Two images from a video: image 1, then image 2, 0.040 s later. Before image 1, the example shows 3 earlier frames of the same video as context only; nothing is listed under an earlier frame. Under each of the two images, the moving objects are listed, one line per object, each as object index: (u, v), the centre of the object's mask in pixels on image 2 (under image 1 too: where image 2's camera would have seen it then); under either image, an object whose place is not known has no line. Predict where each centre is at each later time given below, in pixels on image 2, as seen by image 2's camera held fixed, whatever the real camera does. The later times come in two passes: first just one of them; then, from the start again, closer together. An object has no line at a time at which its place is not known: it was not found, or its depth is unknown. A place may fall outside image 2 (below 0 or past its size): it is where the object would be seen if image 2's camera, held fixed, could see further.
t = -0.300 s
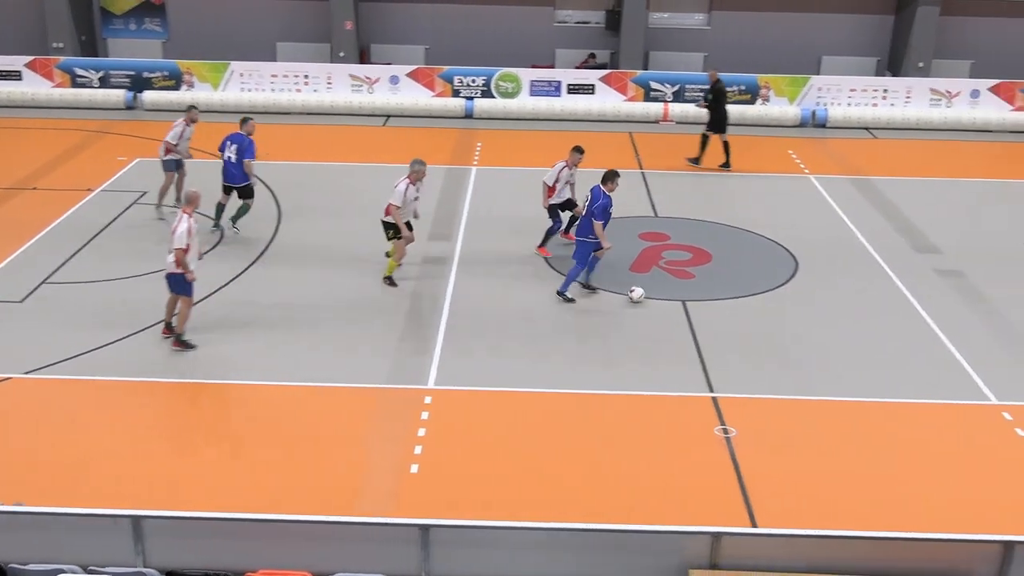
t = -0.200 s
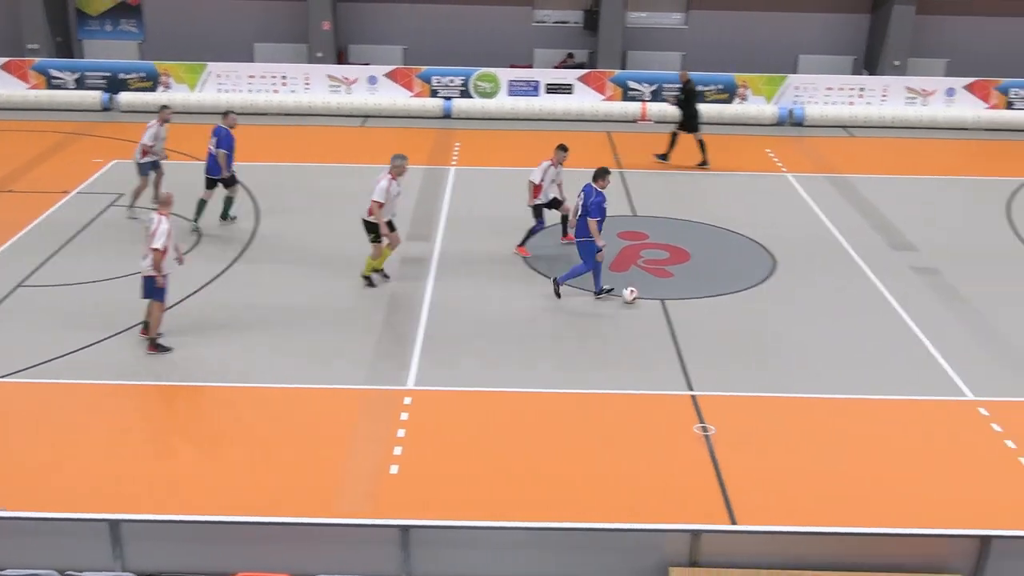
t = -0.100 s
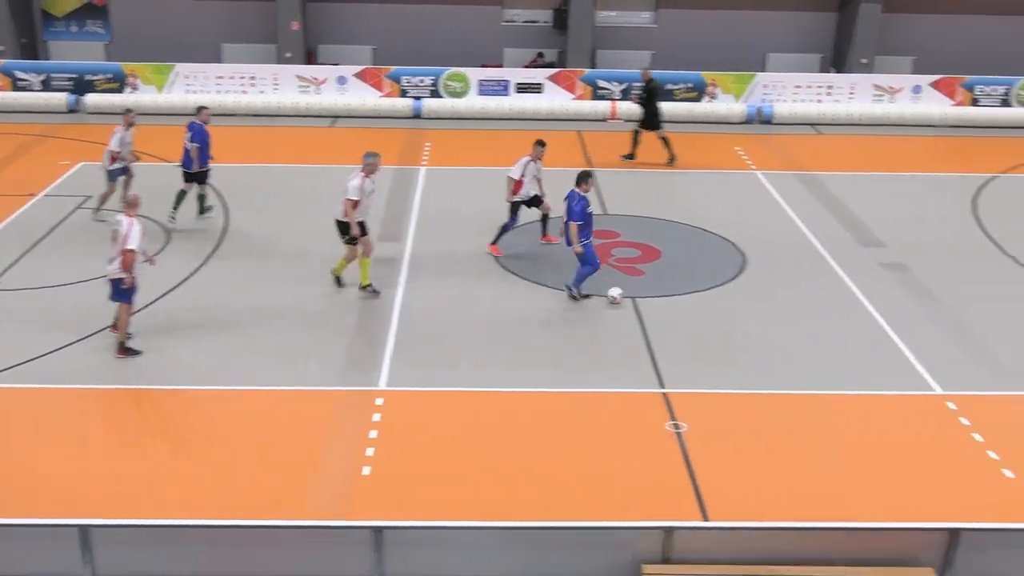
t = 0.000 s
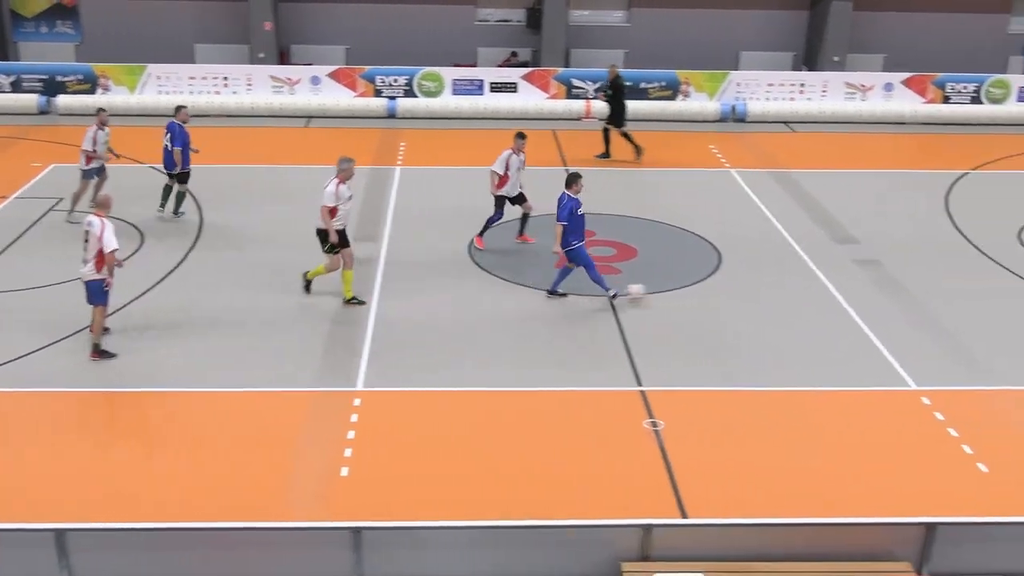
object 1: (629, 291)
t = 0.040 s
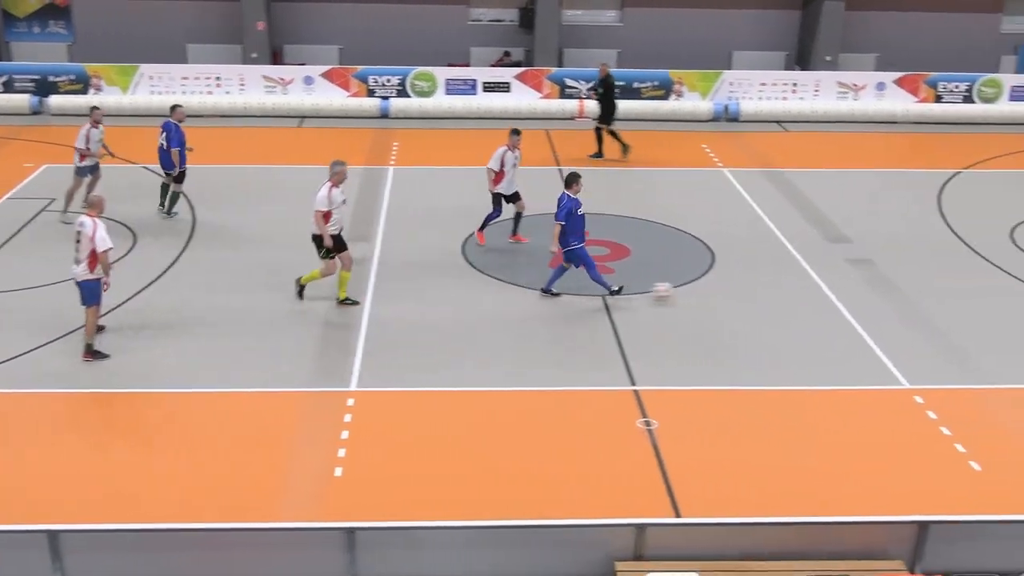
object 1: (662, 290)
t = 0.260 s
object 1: (825, 288)
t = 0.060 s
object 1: (678, 290)
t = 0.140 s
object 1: (740, 291)
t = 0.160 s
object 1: (754, 290)
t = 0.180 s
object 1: (768, 290)
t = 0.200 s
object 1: (783, 290)
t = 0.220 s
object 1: (797, 289)
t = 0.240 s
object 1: (811, 289)
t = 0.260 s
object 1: (825, 288)
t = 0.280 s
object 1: (837, 288)
